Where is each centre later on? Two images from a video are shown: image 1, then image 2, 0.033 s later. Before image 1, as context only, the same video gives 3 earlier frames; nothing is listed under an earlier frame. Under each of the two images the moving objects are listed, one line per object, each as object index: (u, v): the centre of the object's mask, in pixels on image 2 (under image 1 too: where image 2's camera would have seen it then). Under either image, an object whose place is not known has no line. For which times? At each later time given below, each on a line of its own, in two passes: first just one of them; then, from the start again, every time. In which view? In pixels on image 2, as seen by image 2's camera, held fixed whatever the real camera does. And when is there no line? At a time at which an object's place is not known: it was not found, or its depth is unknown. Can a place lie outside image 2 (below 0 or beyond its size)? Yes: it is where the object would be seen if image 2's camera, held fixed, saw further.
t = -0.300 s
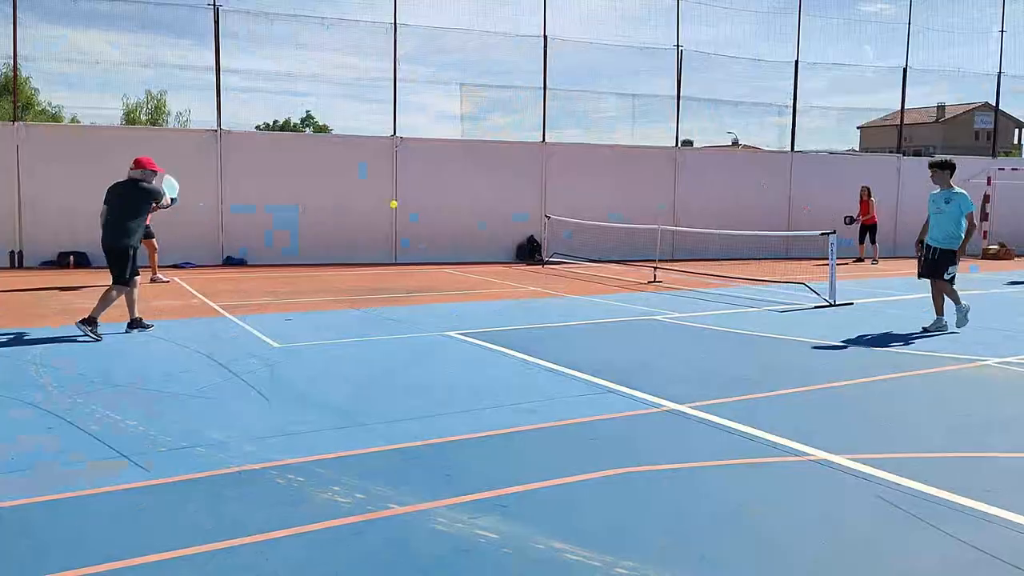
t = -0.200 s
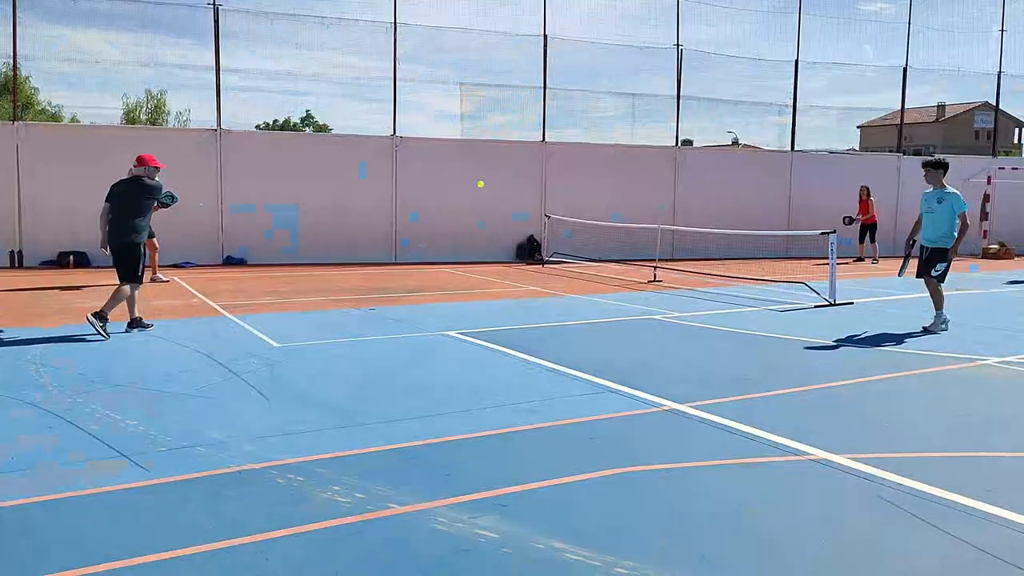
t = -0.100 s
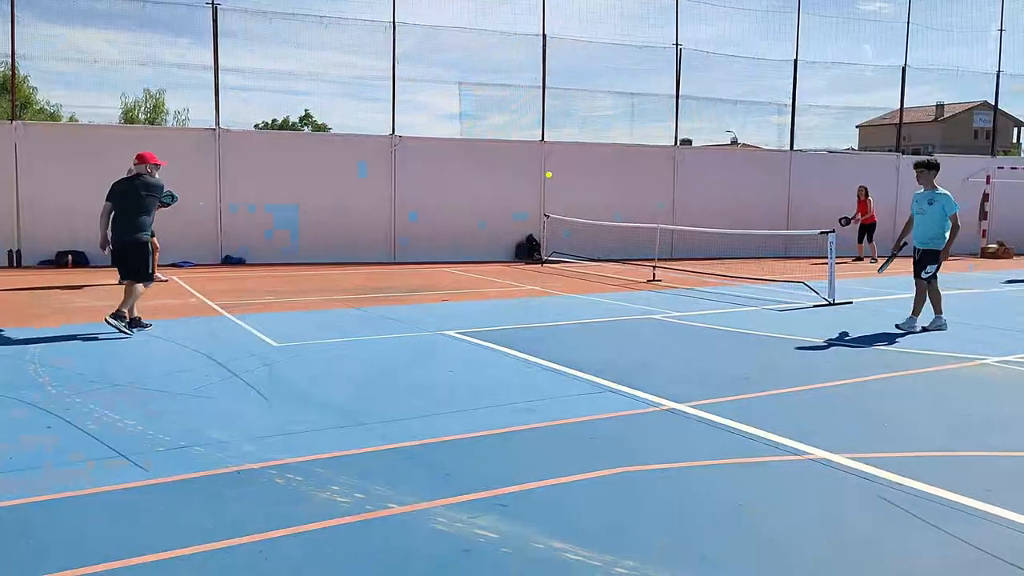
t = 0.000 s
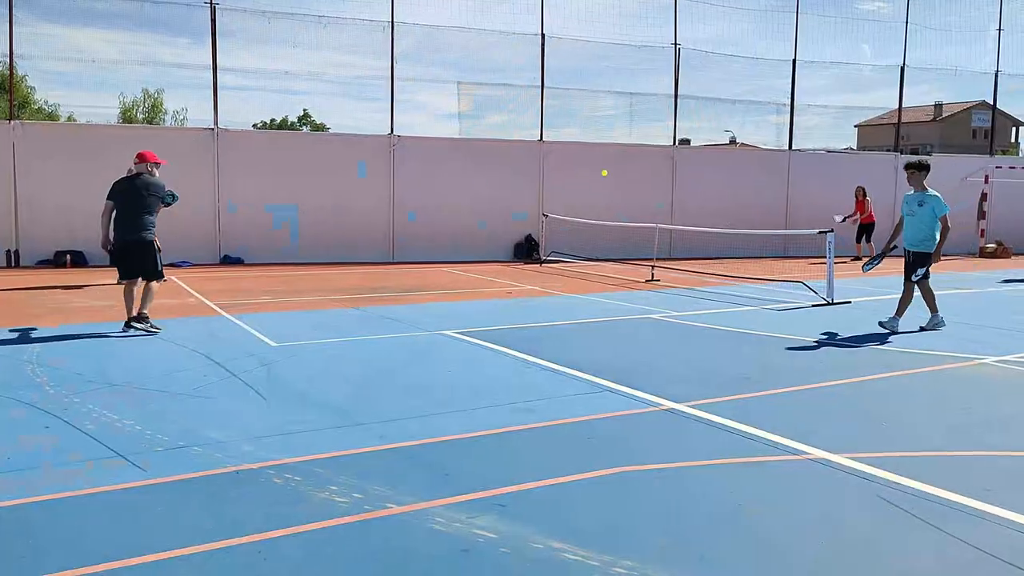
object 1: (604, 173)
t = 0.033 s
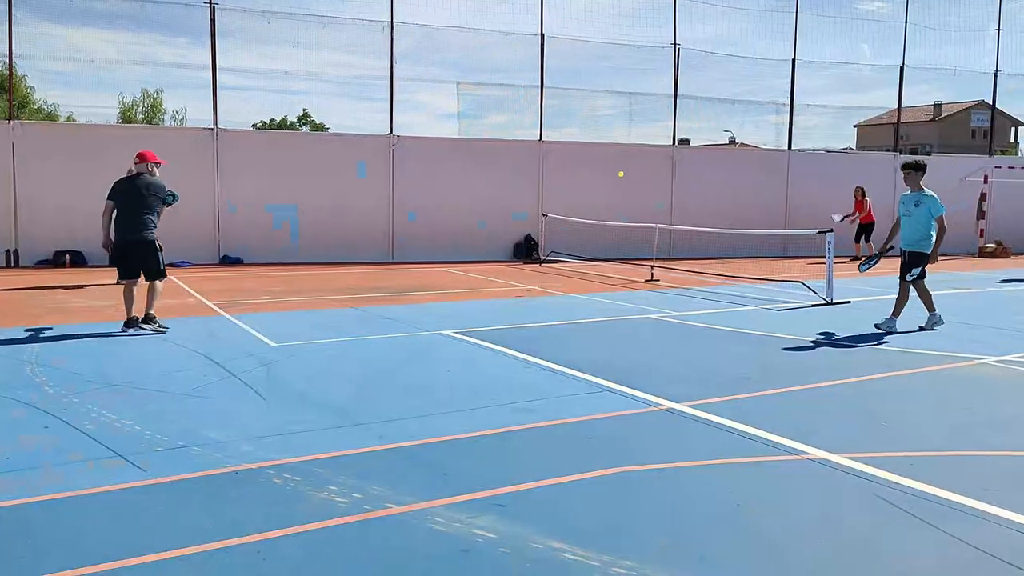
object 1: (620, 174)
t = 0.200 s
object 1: (691, 187)
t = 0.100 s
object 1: (651, 178)
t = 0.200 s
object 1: (691, 187)
